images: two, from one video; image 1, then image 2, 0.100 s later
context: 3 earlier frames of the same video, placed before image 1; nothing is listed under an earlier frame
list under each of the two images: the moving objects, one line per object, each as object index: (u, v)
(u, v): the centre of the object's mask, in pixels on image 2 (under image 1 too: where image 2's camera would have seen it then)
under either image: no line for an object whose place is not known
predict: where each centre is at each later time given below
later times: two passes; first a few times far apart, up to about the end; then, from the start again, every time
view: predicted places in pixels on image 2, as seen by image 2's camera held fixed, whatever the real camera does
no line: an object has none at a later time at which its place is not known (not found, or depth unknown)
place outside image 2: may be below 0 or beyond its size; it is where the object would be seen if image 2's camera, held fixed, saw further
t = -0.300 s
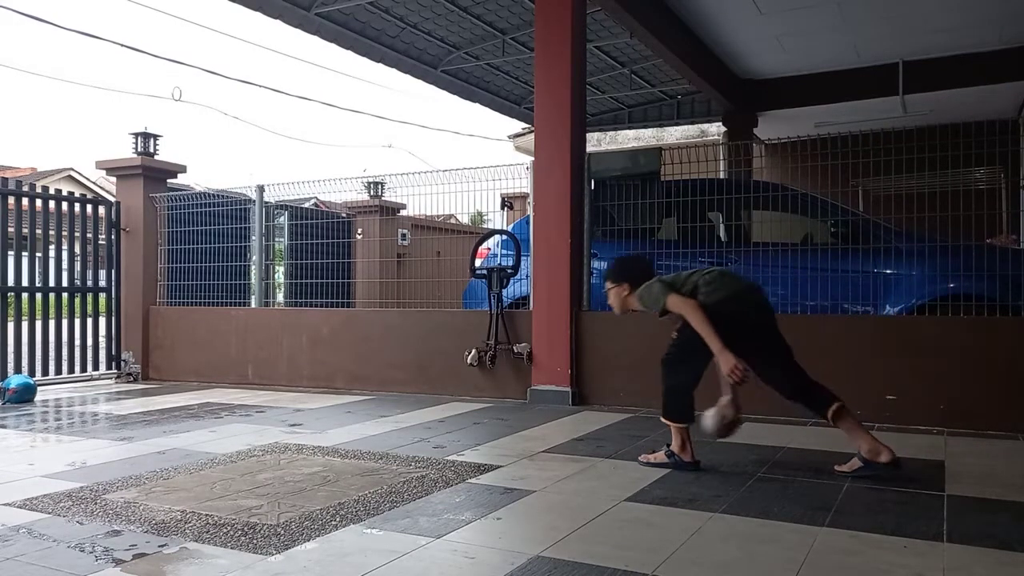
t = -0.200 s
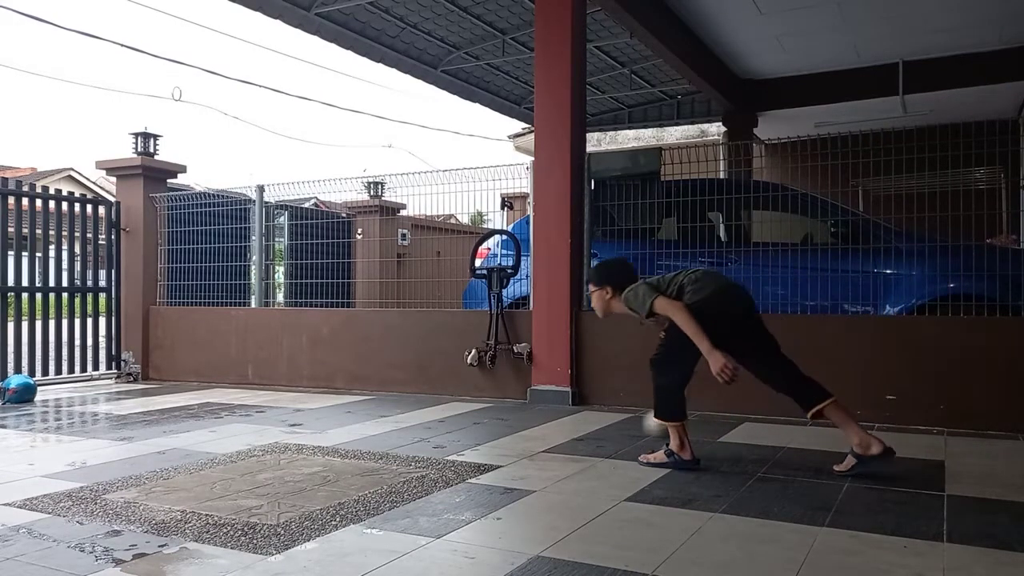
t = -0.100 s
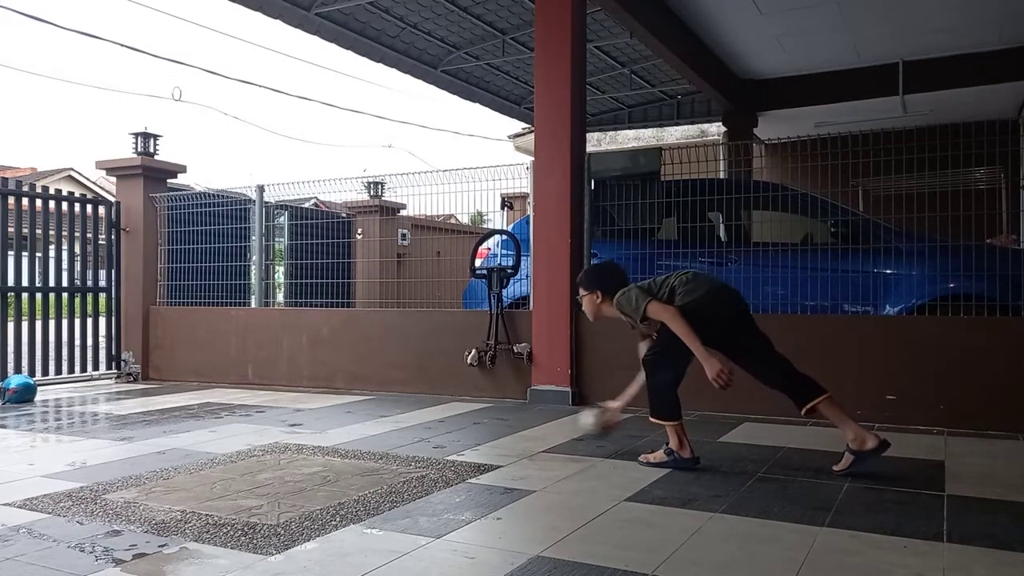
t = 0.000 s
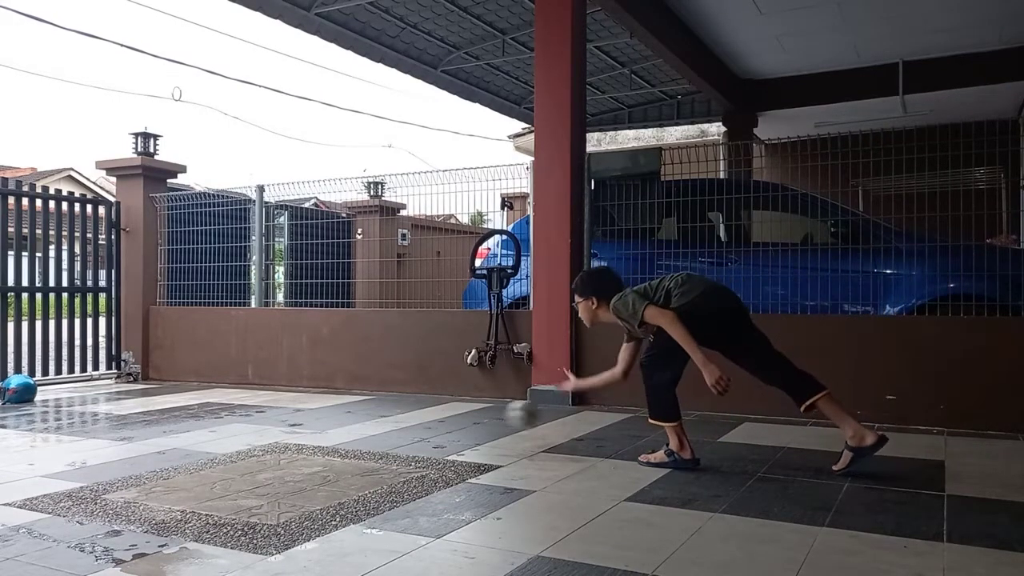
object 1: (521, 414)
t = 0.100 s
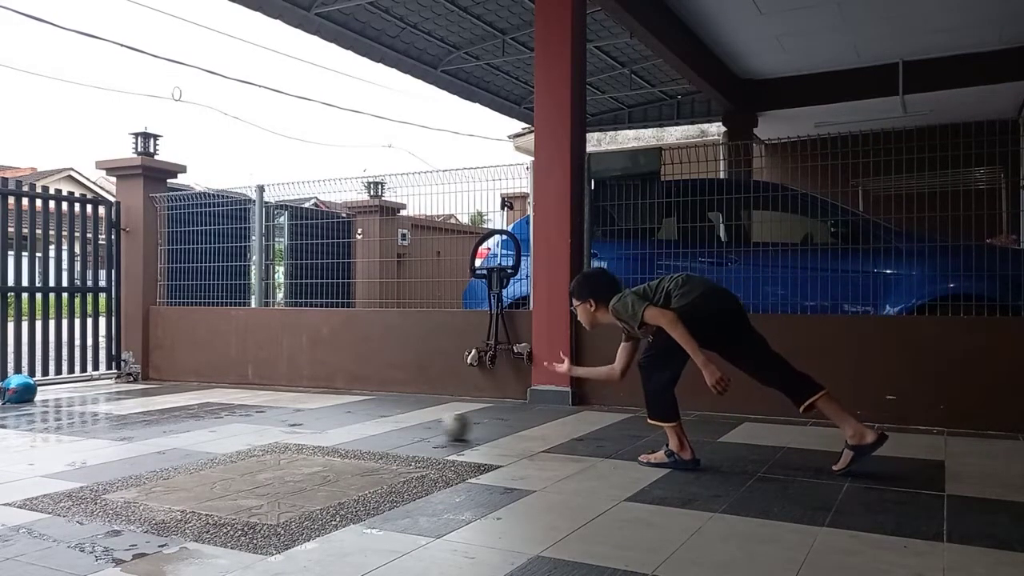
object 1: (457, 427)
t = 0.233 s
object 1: (393, 416)
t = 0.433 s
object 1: (318, 414)
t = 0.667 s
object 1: (243, 411)
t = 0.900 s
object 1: (178, 408)
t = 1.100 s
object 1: (127, 403)
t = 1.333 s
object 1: (72, 401)
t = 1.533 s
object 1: (27, 399)
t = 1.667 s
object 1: (6, 399)
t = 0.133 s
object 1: (440, 421)
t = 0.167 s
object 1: (422, 417)
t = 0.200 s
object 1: (407, 416)
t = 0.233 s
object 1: (393, 416)
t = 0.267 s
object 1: (378, 420)
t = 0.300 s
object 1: (365, 417)
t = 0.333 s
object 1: (353, 415)
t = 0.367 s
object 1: (341, 416)
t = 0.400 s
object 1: (330, 417)
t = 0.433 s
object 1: (318, 414)
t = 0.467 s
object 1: (307, 414)
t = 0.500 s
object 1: (296, 414)
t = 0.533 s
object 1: (285, 413)
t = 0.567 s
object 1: (275, 413)
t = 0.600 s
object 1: (264, 412)
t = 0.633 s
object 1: (254, 411)
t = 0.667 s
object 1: (243, 411)
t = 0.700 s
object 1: (235, 410)
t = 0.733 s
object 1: (224, 409)
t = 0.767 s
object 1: (215, 409)
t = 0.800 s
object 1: (205, 408)
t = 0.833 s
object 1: (196, 409)
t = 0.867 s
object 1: (189, 409)
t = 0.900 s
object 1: (178, 408)
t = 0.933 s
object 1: (168, 406)
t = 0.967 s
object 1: (161, 406)
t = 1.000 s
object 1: (152, 406)
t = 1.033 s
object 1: (143, 404)
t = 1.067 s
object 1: (136, 405)
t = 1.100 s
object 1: (127, 403)
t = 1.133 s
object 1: (118, 404)
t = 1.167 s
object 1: (111, 403)
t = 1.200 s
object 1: (102, 403)
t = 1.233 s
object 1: (95, 403)
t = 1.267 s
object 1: (87, 402)
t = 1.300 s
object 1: (78, 402)
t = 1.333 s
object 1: (72, 401)
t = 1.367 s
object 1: (63, 403)
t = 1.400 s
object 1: (55, 403)
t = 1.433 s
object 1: (49, 401)
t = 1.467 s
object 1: (41, 400)
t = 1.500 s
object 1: (34, 399)
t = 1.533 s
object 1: (27, 399)
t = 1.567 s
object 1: (20, 399)
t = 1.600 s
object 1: (13, 399)
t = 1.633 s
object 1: (9, 400)
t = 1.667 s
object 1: (6, 399)
